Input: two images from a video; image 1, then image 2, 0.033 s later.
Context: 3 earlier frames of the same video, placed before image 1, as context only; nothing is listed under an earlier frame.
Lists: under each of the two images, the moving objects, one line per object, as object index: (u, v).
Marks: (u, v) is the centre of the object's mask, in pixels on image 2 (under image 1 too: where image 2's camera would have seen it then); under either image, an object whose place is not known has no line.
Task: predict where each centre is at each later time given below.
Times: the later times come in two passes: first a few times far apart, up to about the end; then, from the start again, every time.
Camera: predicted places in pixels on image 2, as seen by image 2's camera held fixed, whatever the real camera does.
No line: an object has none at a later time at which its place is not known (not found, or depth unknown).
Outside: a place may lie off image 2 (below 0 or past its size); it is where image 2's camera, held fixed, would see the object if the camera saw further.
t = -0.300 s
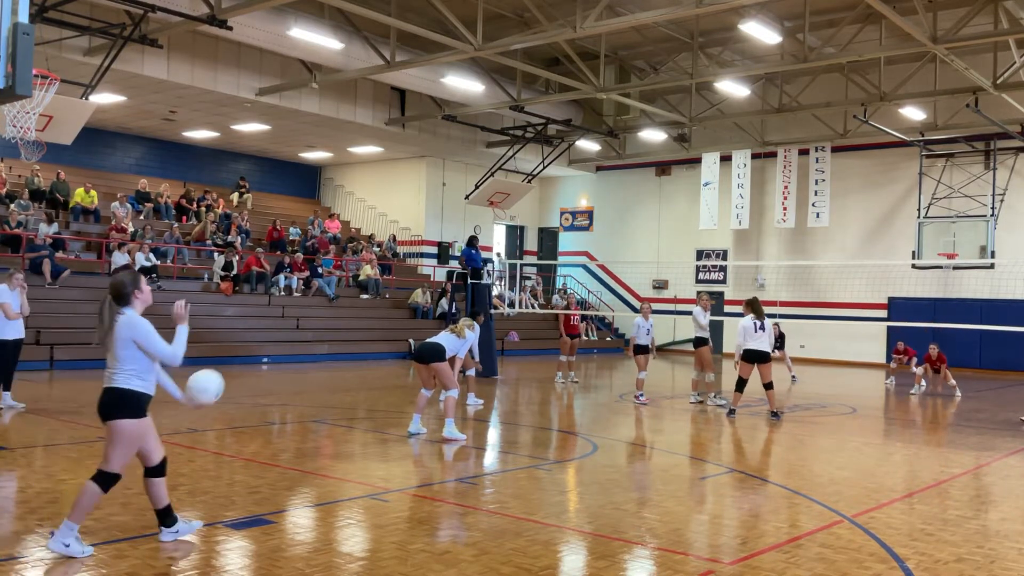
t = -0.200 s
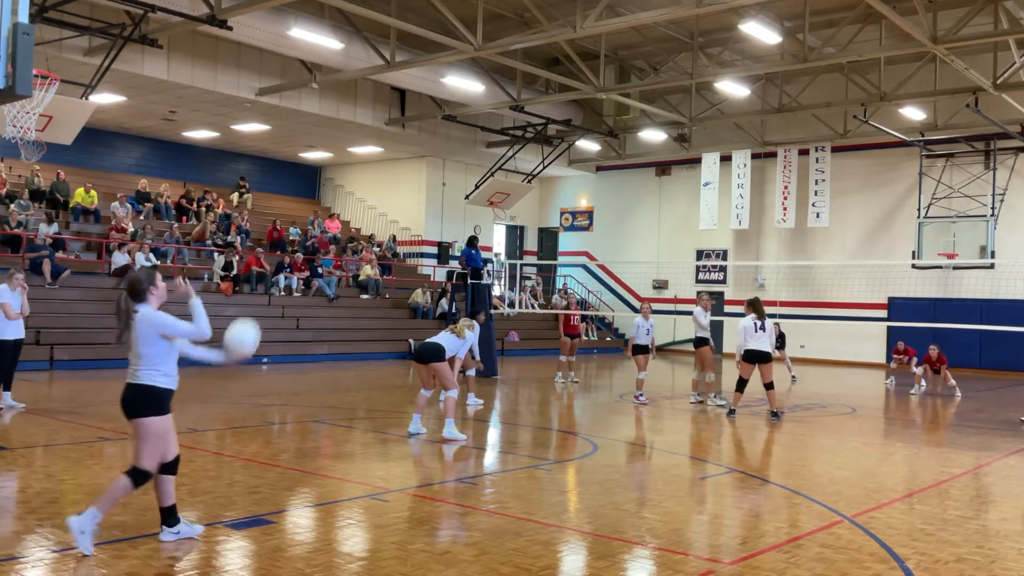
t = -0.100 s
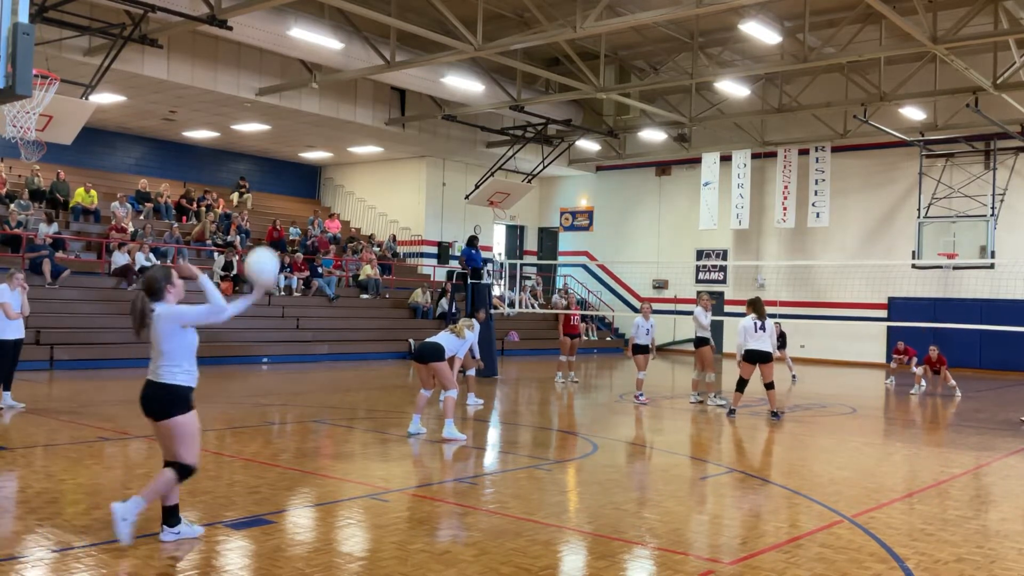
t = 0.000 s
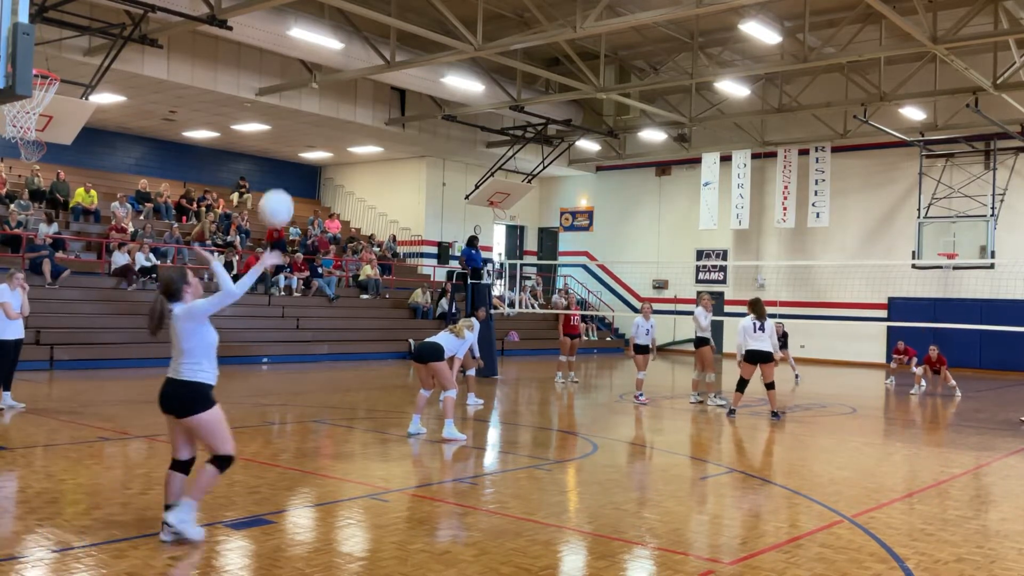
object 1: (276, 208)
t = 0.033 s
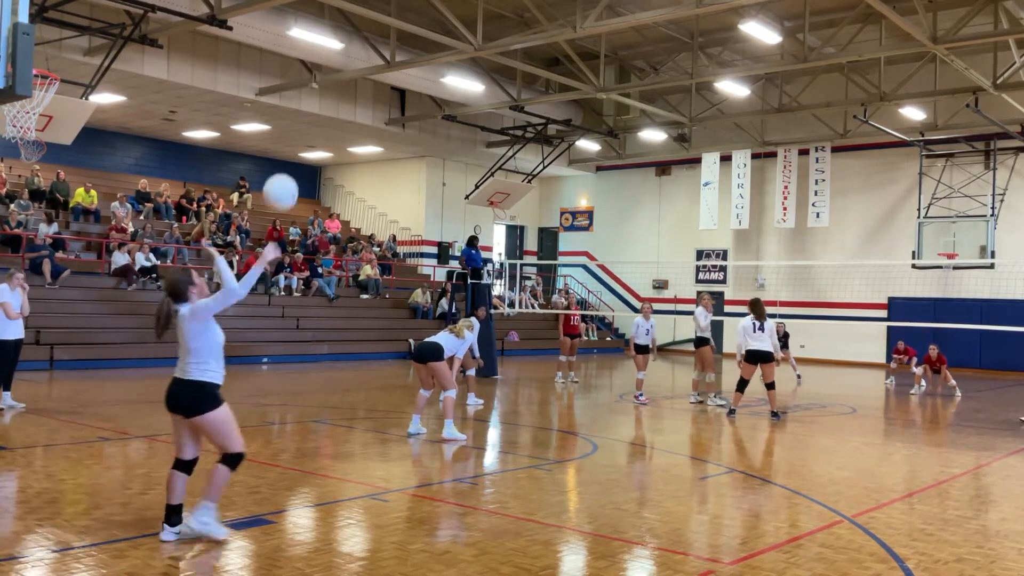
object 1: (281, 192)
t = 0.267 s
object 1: (309, 132)
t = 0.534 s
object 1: (337, 163)
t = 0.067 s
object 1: (285, 178)
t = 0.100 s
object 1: (289, 167)
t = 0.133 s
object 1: (293, 156)
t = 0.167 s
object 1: (297, 147)
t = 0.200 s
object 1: (301, 139)
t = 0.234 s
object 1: (305, 135)
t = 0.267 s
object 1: (309, 132)
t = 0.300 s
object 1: (312, 129)
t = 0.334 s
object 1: (316, 129)
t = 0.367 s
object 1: (320, 131)
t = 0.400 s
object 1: (323, 133)
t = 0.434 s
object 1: (327, 138)
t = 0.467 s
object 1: (331, 144)
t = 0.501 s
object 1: (334, 153)
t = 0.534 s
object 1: (337, 163)
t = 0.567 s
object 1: (340, 173)
